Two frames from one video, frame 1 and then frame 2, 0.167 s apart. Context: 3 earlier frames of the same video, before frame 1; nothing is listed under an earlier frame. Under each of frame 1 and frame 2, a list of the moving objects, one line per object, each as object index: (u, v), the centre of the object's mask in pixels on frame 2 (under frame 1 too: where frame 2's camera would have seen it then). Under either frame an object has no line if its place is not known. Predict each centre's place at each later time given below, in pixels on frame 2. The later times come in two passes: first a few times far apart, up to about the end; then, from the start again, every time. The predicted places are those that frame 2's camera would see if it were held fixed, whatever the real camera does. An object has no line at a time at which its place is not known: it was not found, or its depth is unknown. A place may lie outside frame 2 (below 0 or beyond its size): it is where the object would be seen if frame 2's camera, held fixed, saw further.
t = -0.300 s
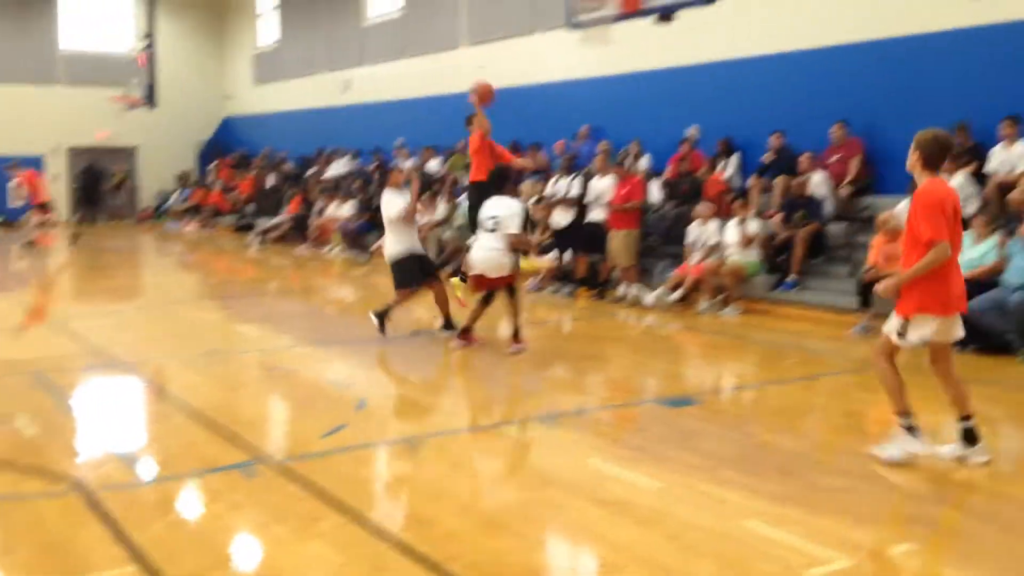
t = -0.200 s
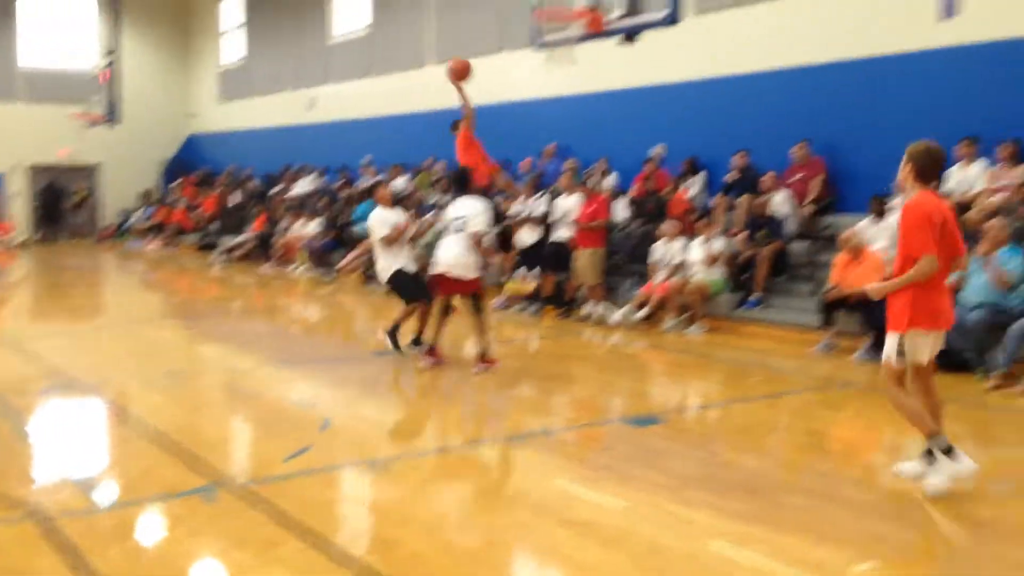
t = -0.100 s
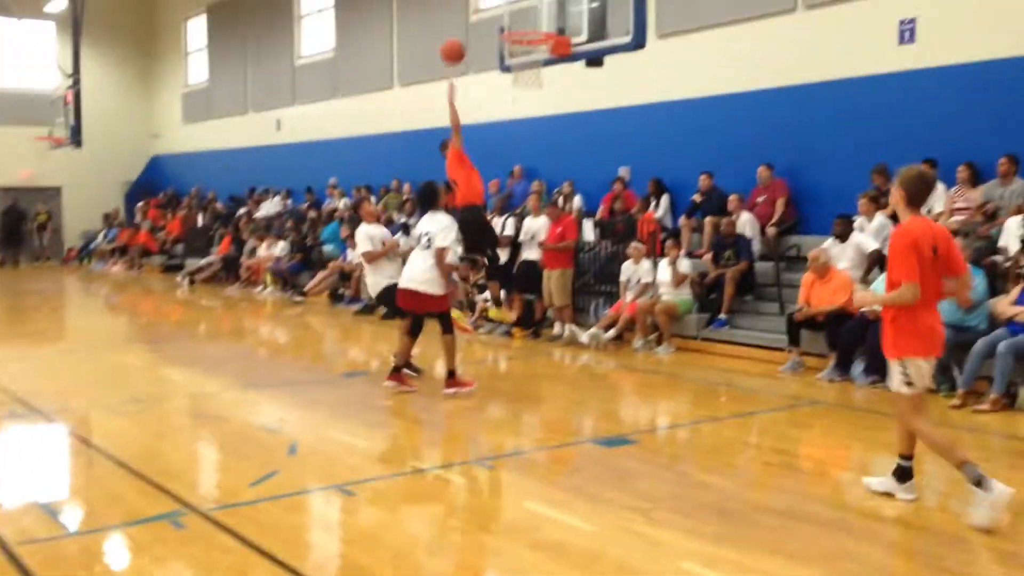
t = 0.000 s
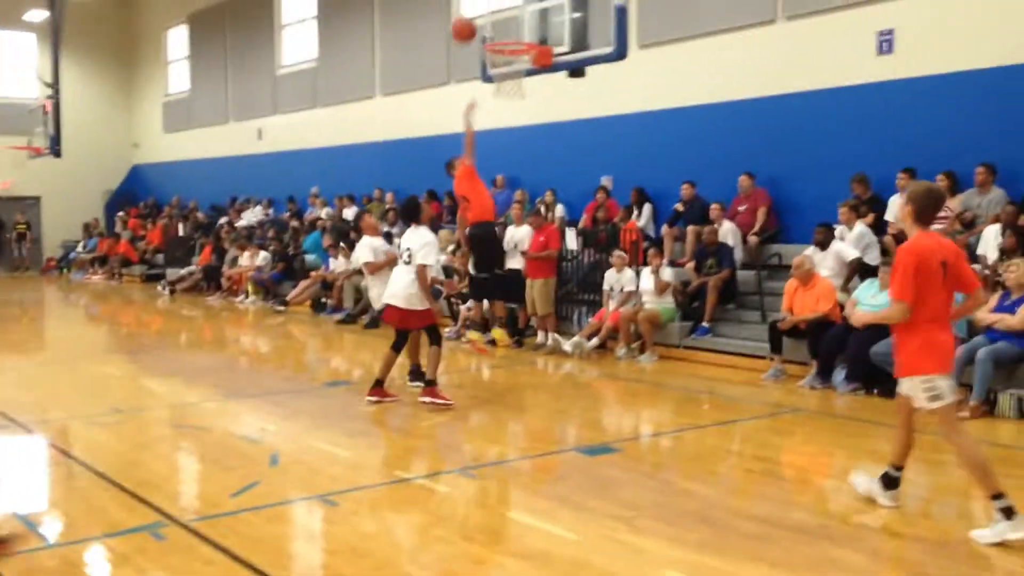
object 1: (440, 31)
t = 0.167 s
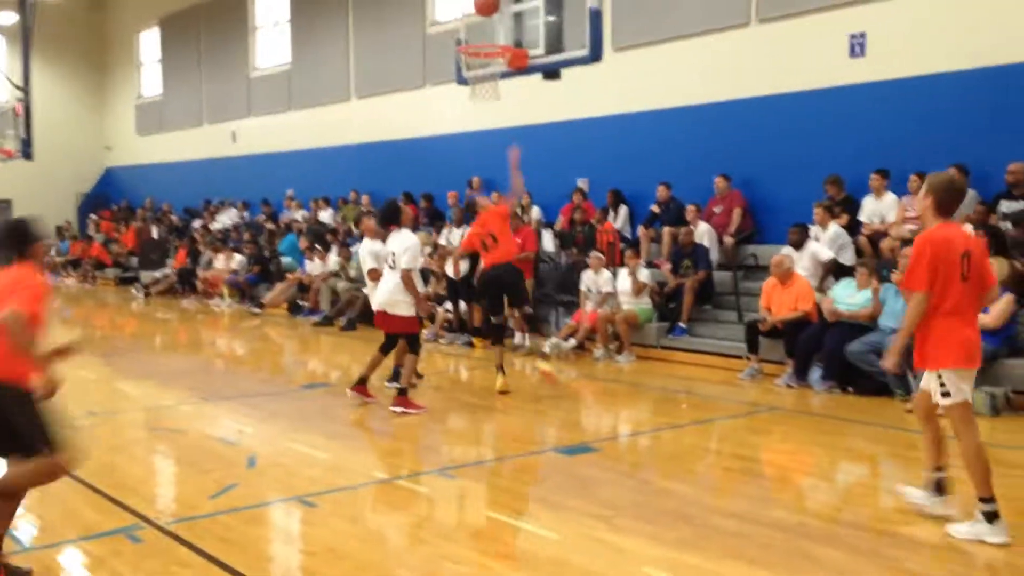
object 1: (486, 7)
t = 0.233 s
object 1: (486, 11)
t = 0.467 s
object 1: (480, 51)
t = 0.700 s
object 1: (482, 78)
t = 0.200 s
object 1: (487, 9)
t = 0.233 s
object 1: (486, 11)
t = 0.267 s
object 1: (486, 13)
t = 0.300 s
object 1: (485, 17)
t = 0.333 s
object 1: (484, 21)
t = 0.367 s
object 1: (484, 26)
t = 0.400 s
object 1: (484, 32)
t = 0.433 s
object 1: (484, 37)
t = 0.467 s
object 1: (480, 51)
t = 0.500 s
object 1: (478, 58)
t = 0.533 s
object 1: (478, 66)
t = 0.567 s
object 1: (476, 73)
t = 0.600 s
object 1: (476, 77)
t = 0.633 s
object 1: (478, 77)
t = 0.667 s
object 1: (481, 78)
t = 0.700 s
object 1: (482, 78)
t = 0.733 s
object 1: (484, 80)
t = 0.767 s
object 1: (485, 81)
